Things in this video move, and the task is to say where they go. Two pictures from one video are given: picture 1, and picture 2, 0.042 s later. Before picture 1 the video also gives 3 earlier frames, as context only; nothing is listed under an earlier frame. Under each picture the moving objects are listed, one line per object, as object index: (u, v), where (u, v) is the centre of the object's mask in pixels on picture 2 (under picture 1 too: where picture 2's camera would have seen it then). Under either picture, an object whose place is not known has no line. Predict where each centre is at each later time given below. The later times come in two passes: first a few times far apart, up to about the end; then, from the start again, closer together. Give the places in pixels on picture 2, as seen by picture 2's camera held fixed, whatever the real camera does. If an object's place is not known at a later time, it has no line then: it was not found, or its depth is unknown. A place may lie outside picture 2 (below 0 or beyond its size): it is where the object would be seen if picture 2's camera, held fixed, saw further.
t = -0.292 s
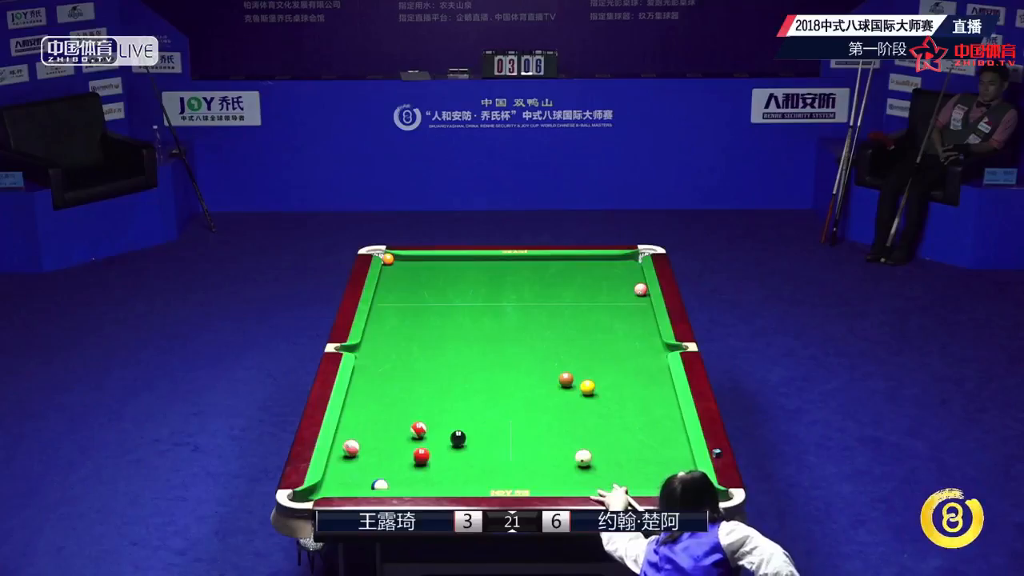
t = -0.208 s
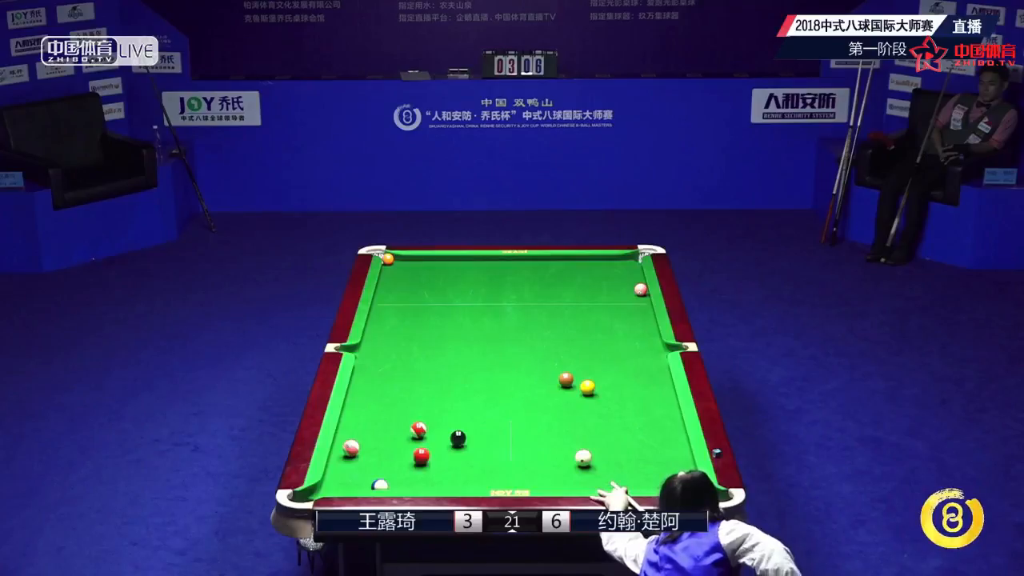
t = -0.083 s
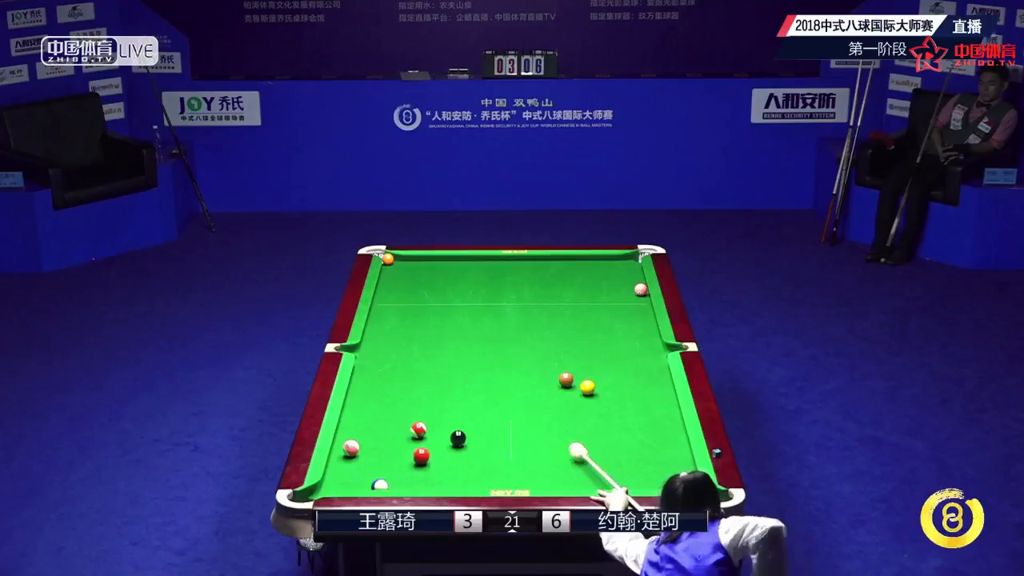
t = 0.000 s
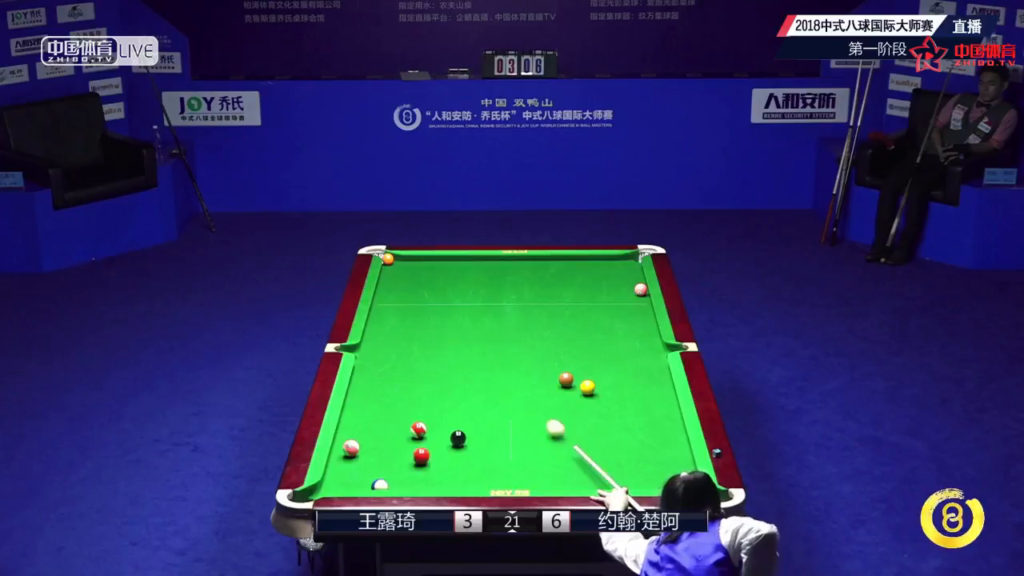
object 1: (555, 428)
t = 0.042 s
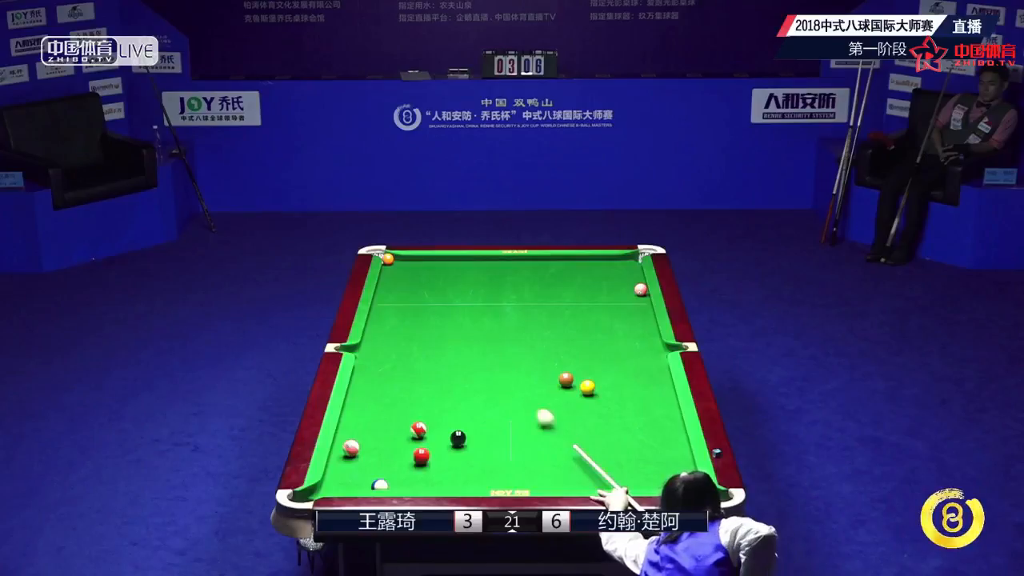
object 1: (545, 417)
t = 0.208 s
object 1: (509, 380)
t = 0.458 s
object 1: (462, 332)
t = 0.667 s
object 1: (430, 298)
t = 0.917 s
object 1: (398, 260)
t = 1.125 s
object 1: (415, 262)
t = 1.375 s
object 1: (426, 266)
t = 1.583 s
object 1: (434, 270)
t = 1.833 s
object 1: (443, 274)
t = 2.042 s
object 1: (451, 277)
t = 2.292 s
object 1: (458, 280)
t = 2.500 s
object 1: (464, 282)
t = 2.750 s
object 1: (470, 285)
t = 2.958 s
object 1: (476, 288)
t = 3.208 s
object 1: (480, 290)
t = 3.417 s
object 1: (484, 291)
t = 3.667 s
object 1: (487, 293)
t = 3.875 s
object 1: (489, 294)
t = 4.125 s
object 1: (492, 295)
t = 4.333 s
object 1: (494, 295)
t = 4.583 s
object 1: (494, 296)
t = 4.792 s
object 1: (495, 296)
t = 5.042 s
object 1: (495, 296)
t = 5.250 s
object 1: (495, 296)
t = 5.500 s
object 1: (495, 296)
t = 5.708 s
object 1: (495, 296)
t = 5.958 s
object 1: (495, 296)
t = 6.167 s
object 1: (495, 296)
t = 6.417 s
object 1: (495, 296)
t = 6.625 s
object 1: (495, 296)
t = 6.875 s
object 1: (495, 296)
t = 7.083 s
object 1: (495, 296)
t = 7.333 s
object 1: (495, 296)
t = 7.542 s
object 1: (495, 296)
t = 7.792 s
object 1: (495, 296)
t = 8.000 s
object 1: (495, 296)
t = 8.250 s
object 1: (495, 296)
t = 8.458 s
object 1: (495, 296)
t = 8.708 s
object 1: (495, 296)
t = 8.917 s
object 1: (495, 296)
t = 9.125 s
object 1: (495, 296)
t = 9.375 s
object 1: (495, 296)
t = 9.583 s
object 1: (495, 296)
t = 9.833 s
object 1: (495, 296)
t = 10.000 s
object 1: (495, 296)
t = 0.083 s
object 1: (535, 407)
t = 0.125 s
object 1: (526, 398)
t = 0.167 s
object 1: (517, 389)
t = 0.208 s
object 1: (509, 380)
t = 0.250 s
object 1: (500, 371)
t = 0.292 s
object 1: (492, 363)
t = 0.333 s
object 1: (484, 355)
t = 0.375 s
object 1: (477, 347)
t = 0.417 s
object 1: (470, 339)
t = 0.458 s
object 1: (462, 332)
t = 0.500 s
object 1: (456, 325)
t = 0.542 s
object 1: (449, 318)
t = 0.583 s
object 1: (442, 311)
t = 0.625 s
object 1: (436, 305)
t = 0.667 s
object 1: (430, 298)
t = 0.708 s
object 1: (424, 292)
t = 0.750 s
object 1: (418, 285)
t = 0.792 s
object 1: (412, 280)
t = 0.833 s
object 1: (407, 274)
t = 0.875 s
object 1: (401, 268)
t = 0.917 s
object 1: (398, 260)
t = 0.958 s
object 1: (403, 259)
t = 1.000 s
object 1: (407, 258)
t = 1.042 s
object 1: (410, 259)
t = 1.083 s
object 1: (413, 261)
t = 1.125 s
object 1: (415, 262)
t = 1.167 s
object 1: (417, 263)
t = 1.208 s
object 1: (419, 264)
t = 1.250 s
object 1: (421, 264)
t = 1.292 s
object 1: (422, 265)
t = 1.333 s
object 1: (424, 266)
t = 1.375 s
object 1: (426, 266)
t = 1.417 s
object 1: (427, 267)
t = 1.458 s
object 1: (429, 268)
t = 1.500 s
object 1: (430, 268)
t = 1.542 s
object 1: (432, 269)
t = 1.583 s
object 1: (434, 270)
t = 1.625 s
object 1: (435, 270)
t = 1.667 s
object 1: (437, 271)
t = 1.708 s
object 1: (438, 271)
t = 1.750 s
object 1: (440, 272)
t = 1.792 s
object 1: (441, 273)
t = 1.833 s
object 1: (443, 274)
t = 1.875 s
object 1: (444, 274)
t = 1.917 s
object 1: (447, 275)
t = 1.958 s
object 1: (448, 276)
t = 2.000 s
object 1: (450, 276)
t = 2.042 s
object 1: (451, 277)
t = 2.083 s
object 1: (452, 277)
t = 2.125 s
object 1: (454, 278)
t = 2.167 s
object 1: (455, 278)
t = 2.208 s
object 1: (456, 279)
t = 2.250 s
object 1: (457, 279)
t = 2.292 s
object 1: (458, 280)
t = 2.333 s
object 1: (460, 280)
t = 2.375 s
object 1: (461, 281)
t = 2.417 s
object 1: (462, 281)
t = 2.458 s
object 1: (463, 282)
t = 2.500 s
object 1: (464, 282)
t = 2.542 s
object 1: (465, 283)
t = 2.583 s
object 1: (466, 283)
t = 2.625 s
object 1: (467, 284)
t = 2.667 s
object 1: (468, 284)
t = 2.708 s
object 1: (469, 285)
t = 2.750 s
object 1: (470, 285)
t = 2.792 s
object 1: (471, 285)
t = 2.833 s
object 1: (472, 286)
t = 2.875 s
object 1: (473, 286)
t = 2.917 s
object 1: (475, 287)
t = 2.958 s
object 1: (476, 288)
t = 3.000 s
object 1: (476, 288)
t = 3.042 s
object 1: (477, 288)
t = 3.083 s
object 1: (478, 289)
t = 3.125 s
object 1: (479, 289)
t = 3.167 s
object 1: (480, 289)
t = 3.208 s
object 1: (480, 290)
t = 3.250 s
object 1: (481, 290)
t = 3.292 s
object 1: (482, 290)
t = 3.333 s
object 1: (482, 291)
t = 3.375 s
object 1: (483, 291)
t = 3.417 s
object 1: (484, 291)
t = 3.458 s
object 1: (484, 292)
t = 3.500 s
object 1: (485, 292)
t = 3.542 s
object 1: (485, 292)
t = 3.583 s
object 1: (486, 292)
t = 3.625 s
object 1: (486, 293)
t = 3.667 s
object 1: (487, 293)
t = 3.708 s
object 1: (487, 293)
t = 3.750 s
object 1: (488, 293)
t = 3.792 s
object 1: (488, 293)
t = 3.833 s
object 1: (489, 294)
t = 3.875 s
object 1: (489, 294)
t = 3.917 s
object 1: (490, 294)
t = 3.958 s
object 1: (491, 294)
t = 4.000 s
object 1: (491, 294)
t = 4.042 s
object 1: (492, 295)
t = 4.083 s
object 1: (492, 295)
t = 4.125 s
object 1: (492, 295)
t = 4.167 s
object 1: (493, 295)
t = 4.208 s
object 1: (493, 295)
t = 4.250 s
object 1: (493, 295)
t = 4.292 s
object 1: (493, 295)
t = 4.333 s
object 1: (494, 295)
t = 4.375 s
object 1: (494, 295)
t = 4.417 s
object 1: (494, 295)
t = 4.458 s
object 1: (494, 295)
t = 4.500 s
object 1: (494, 296)
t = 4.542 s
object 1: (494, 296)
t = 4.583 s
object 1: (494, 296)
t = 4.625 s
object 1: (494, 296)
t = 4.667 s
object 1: (495, 296)
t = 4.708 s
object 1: (495, 296)
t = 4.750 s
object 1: (495, 296)
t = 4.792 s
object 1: (495, 296)
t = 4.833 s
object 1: (495, 296)
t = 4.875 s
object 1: (495, 296)
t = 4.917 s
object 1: (495, 296)
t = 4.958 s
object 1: (495, 296)
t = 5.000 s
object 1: (495, 296)
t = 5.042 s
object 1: (495, 296)
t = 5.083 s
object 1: (495, 296)
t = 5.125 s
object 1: (495, 296)
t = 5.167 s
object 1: (495, 296)
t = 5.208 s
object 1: (495, 296)
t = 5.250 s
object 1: (495, 296)
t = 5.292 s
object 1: (495, 296)
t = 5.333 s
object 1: (495, 296)
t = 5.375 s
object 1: (495, 296)
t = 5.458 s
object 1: (495, 296)
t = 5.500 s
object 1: (495, 296)
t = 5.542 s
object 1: (495, 296)
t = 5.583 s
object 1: (495, 296)
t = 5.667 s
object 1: (495, 296)
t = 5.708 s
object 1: (495, 296)
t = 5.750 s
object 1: (495, 296)
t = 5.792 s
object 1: (495, 296)
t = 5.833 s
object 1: (495, 296)
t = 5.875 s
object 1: (495, 296)
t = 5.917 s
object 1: (495, 296)
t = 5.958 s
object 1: (495, 296)
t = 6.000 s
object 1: (495, 296)
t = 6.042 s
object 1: (495, 296)
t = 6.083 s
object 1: (495, 296)
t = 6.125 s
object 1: (495, 296)
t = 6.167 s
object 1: (495, 296)
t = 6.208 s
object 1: (495, 296)
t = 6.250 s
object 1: (495, 296)
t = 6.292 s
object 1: (495, 296)
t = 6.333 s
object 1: (495, 296)
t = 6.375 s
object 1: (495, 296)
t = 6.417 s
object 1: (495, 296)
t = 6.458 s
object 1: (495, 296)
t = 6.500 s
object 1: (495, 296)
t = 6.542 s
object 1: (495, 296)
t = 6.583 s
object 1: (495, 296)
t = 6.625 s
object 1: (495, 296)
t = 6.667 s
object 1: (495, 296)
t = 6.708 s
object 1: (495, 296)
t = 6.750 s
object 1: (495, 296)
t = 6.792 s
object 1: (495, 296)
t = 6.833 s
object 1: (495, 296)
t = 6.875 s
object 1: (495, 296)
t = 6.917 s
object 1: (495, 296)
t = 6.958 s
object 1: (495, 296)
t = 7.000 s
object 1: (495, 296)
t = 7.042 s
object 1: (495, 296)
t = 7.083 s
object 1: (495, 296)
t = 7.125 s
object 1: (495, 296)
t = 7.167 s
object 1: (495, 296)
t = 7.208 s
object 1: (495, 296)
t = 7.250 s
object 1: (495, 296)
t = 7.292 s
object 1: (495, 296)
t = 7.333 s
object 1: (495, 296)
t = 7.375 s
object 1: (495, 296)
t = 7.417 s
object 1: (495, 296)
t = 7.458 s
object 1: (495, 296)
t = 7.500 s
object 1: (495, 296)
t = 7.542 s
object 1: (495, 296)
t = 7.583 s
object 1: (495, 296)
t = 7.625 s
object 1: (495, 296)
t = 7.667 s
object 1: (495, 296)
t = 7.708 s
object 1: (495, 296)
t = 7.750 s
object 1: (495, 296)
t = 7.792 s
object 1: (495, 296)
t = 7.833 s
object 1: (495, 296)
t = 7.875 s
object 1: (495, 296)
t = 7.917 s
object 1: (495, 296)
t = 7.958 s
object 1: (495, 296)
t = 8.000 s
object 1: (495, 296)
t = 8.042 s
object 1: (495, 296)
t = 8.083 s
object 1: (495, 296)
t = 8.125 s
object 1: (495, 296)
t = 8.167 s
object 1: (495, 296)
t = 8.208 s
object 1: (495, 296)
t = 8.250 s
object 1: (495, 296)
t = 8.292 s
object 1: (495, 296)
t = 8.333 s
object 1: (495, 296)
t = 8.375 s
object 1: (495, 296)
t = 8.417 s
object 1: (495, 296)
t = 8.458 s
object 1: (495, 296)
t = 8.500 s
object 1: (495, 296)
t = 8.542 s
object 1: (495, 296)
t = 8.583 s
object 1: (495, 296)
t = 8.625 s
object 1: (495, 296)
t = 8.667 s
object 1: (495, 296)
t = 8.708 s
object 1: (495, 296)
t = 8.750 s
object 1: (495, 296)
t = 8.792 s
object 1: (495, 296)
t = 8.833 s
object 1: (495, 296)
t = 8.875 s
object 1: (495, 296)
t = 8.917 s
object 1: (495, 296)
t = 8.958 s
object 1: (495, 296)
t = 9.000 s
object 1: (495, 296)
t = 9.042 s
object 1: (495, 296)
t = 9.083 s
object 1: (495, 296)
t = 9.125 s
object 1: (495, 296)
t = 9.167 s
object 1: (495, 296)
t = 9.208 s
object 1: (495, 296)
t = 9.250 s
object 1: (495, 296)
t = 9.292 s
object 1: (495, 296)
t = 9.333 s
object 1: (495, 296)
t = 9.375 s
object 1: (495, 296)
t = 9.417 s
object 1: (495, 296)
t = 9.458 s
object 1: (495, 296)
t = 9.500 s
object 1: (495, 296)
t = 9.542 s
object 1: (495, 296)
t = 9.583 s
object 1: (495, 296)
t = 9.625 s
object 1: (495, 296)
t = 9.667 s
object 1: (495, 296)
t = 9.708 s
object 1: (495, 296)
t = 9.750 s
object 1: (495, 296)
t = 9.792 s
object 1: (495, 296)
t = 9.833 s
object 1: (495, 296)
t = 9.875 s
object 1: (495, 296)
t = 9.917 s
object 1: (495, 296)
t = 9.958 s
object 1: (495, 296)
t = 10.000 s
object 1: (495, 296)
